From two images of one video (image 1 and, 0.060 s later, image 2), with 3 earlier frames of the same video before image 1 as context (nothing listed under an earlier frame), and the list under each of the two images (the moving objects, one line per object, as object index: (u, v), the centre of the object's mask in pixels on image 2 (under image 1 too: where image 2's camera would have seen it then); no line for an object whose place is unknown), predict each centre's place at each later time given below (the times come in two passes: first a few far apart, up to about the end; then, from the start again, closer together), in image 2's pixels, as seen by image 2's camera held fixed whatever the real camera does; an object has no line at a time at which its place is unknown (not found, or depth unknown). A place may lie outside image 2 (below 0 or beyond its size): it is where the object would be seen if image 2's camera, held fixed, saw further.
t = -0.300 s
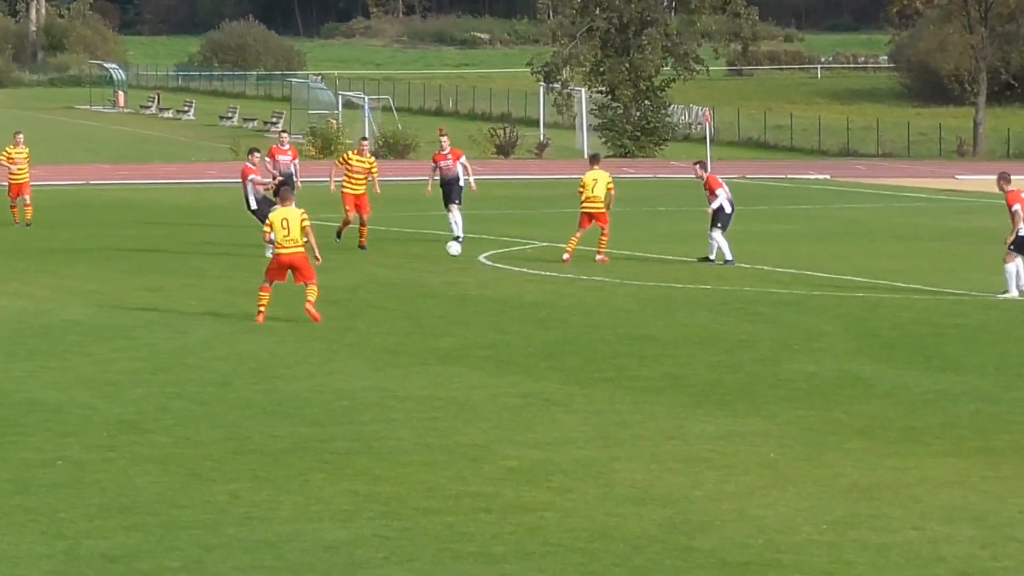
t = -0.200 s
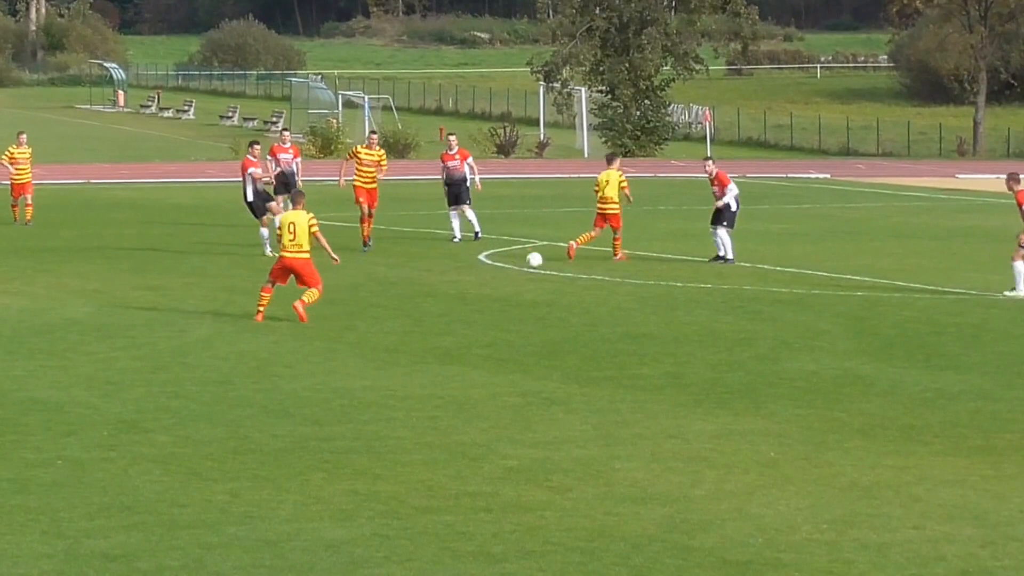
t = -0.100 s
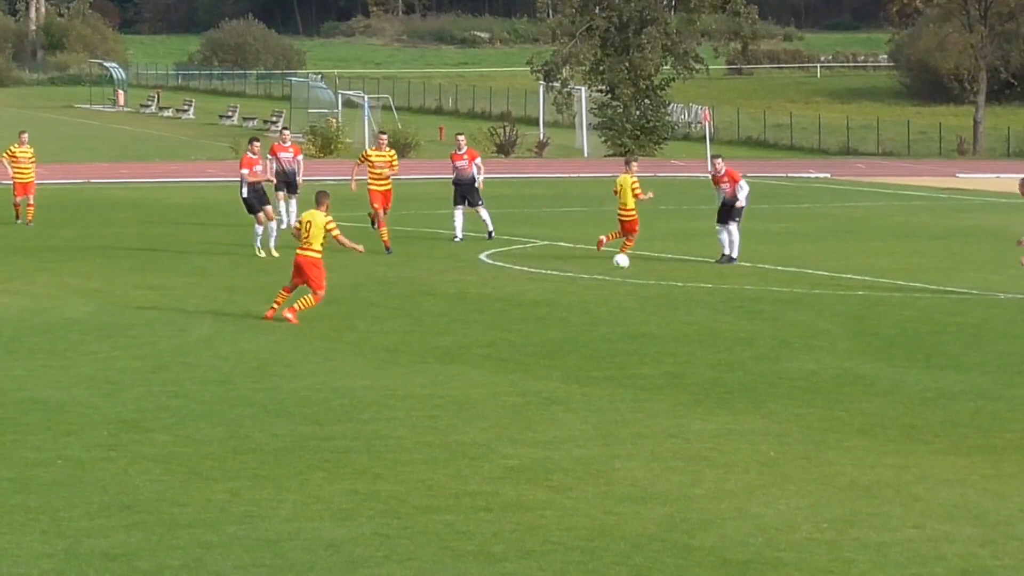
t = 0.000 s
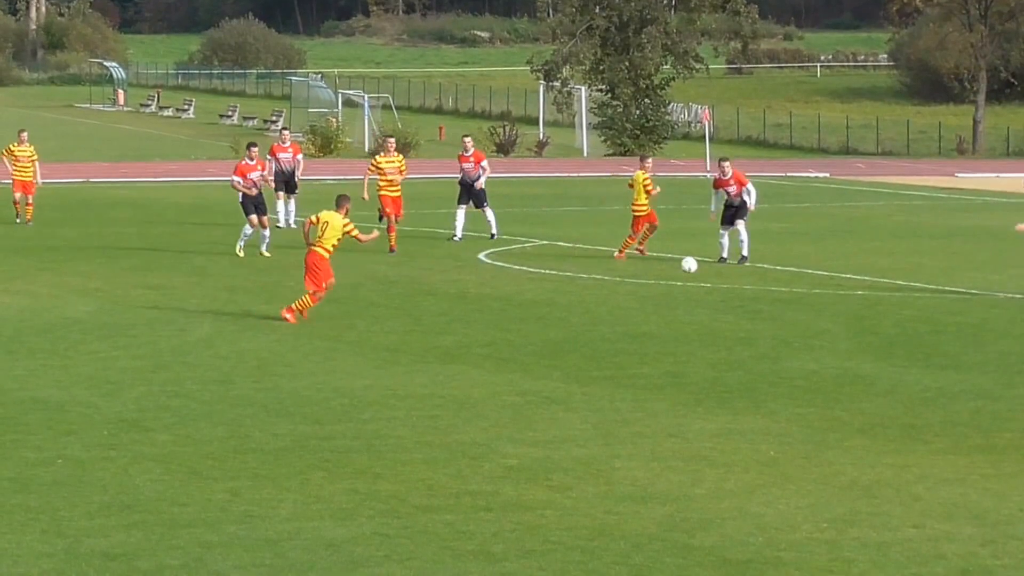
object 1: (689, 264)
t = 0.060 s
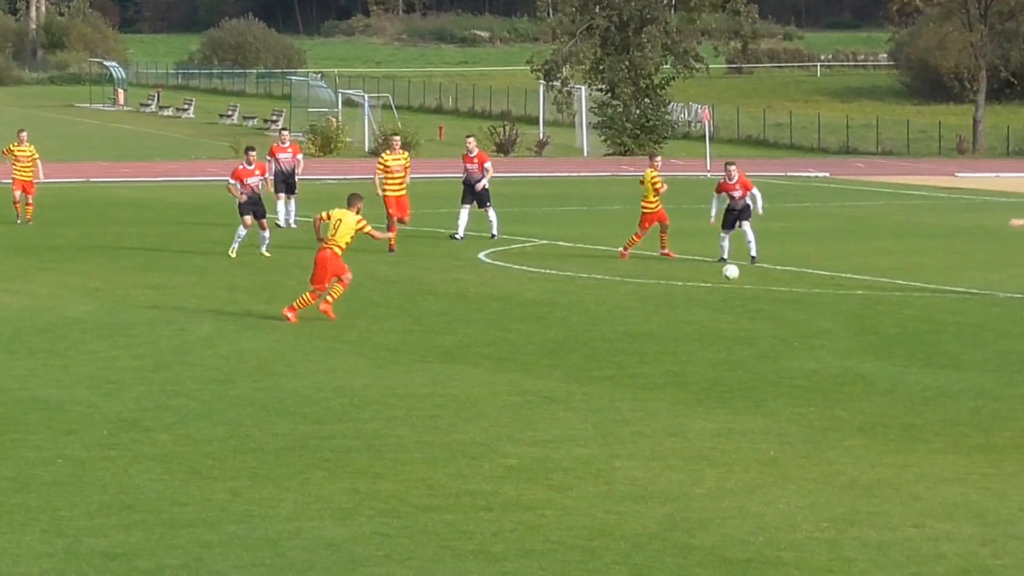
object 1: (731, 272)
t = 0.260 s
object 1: (854, 283)
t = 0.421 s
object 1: (941, 290)
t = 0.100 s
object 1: (759, 278)
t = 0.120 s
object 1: (771, 279)
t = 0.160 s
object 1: (794, 279)
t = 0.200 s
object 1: (818, 279)
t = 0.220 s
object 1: (830, 280)
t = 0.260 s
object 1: (854, 283)
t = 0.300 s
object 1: (878, 287)
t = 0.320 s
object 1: (889, 289)
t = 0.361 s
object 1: (909, 289)
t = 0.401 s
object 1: (930, 289)
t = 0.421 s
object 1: (941, 290)
